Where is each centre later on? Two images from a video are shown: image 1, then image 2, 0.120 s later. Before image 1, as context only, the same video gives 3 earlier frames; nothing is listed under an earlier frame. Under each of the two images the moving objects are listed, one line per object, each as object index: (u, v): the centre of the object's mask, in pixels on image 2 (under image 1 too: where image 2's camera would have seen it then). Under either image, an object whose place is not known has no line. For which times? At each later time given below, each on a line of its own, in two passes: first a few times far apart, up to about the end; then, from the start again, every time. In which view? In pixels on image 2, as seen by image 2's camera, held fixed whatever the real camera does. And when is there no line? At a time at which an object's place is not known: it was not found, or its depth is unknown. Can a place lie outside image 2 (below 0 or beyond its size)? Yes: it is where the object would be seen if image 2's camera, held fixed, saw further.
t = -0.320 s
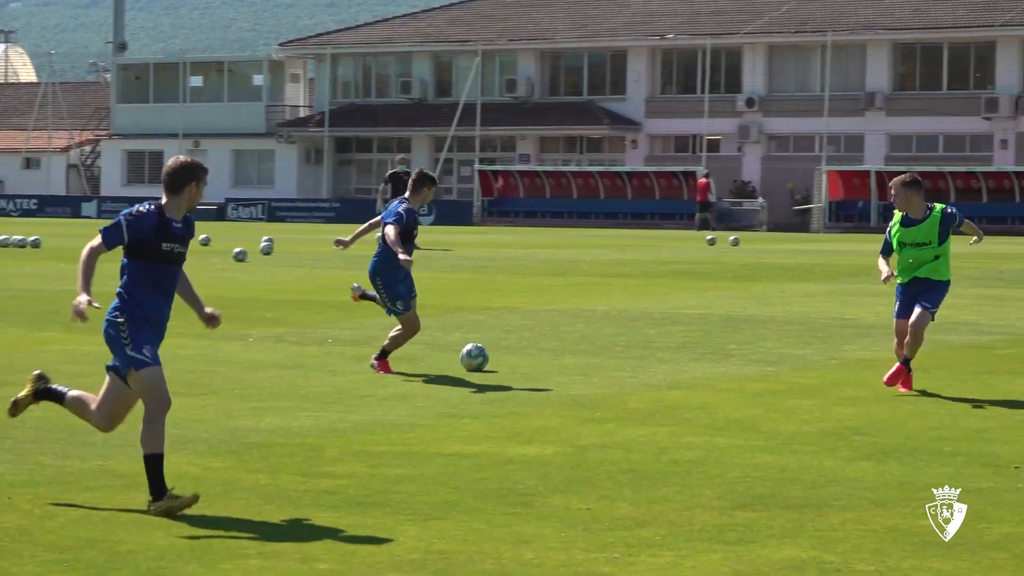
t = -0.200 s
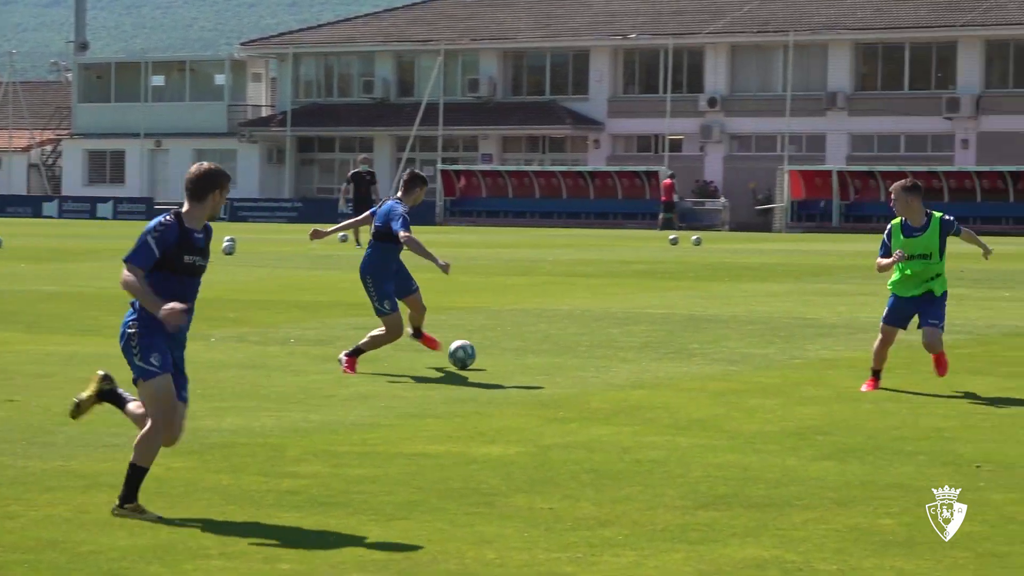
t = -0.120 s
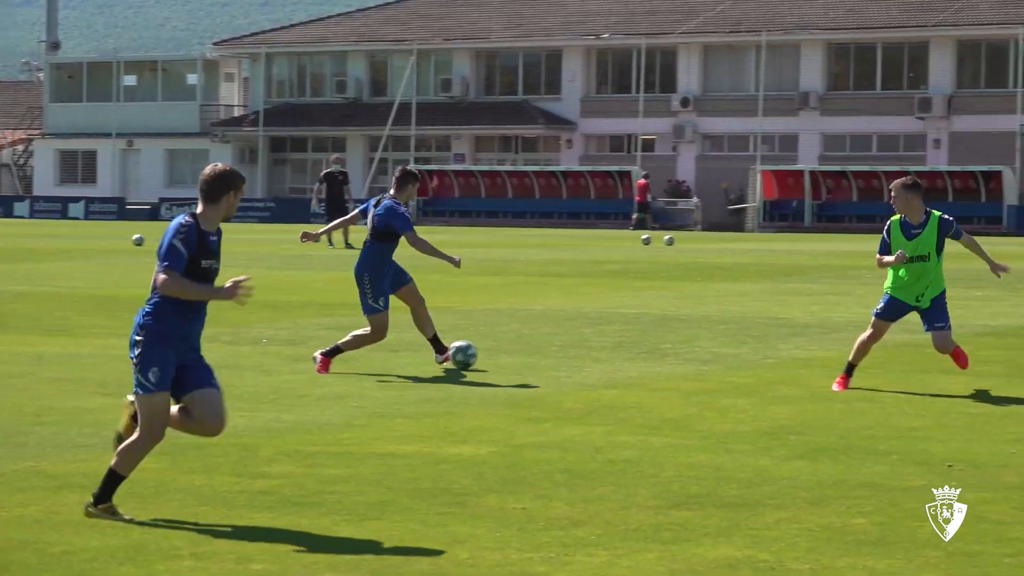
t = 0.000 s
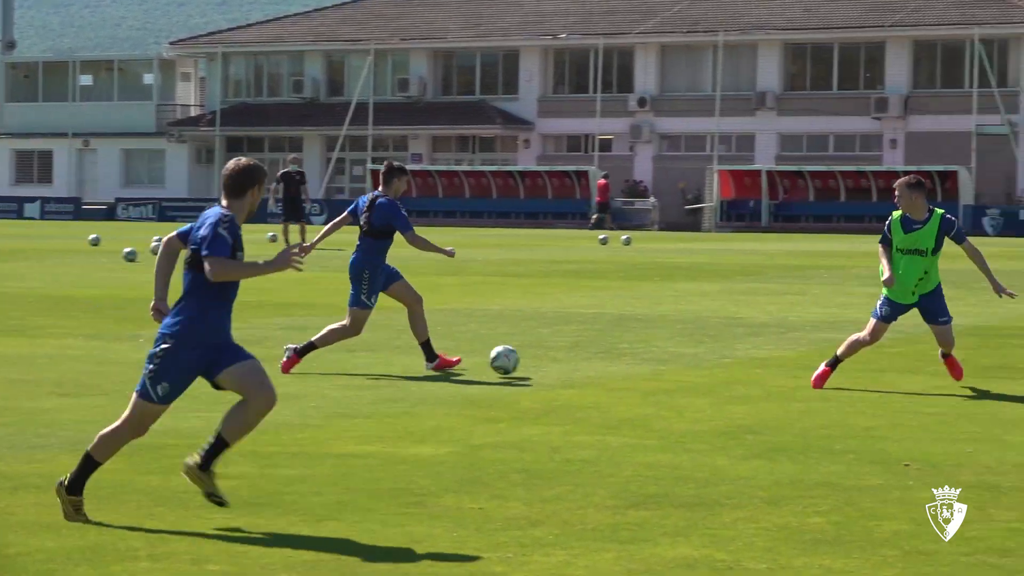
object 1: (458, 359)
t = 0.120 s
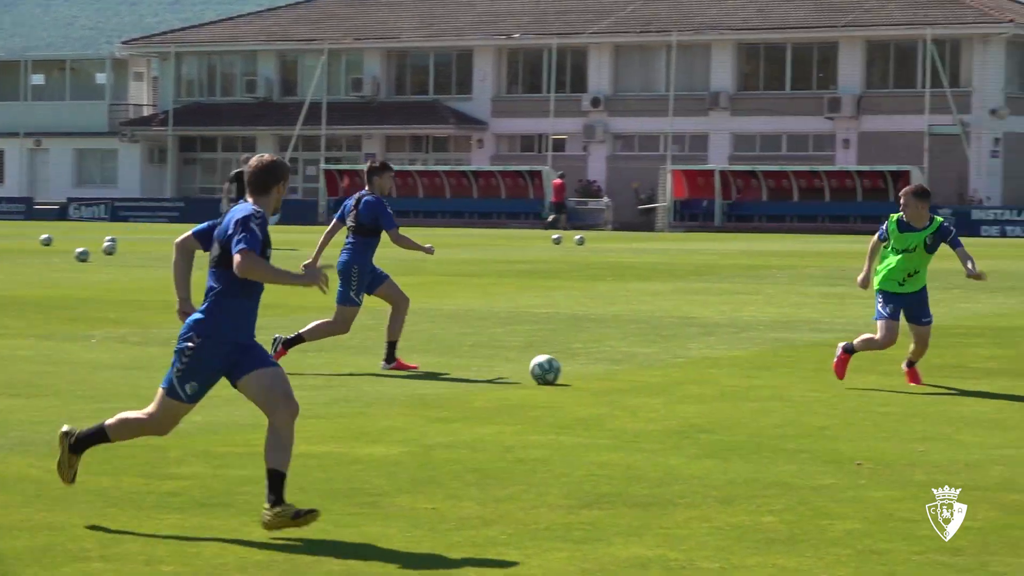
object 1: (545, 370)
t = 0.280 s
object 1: (662, 377)
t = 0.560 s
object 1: (884, 392)
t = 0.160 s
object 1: (574, 372)
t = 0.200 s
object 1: (604, 374)
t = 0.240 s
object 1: (633, 375)
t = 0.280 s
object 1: (662, 377)
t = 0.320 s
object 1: (693, 378)
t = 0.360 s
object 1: (724, 381)
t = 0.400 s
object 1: (755, 384)
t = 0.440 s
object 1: (787, 387)
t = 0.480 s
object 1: (820, 390)
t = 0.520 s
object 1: (852, 391)
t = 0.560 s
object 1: (884, 392)
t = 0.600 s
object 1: (917, 393)
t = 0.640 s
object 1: (950, 395)
